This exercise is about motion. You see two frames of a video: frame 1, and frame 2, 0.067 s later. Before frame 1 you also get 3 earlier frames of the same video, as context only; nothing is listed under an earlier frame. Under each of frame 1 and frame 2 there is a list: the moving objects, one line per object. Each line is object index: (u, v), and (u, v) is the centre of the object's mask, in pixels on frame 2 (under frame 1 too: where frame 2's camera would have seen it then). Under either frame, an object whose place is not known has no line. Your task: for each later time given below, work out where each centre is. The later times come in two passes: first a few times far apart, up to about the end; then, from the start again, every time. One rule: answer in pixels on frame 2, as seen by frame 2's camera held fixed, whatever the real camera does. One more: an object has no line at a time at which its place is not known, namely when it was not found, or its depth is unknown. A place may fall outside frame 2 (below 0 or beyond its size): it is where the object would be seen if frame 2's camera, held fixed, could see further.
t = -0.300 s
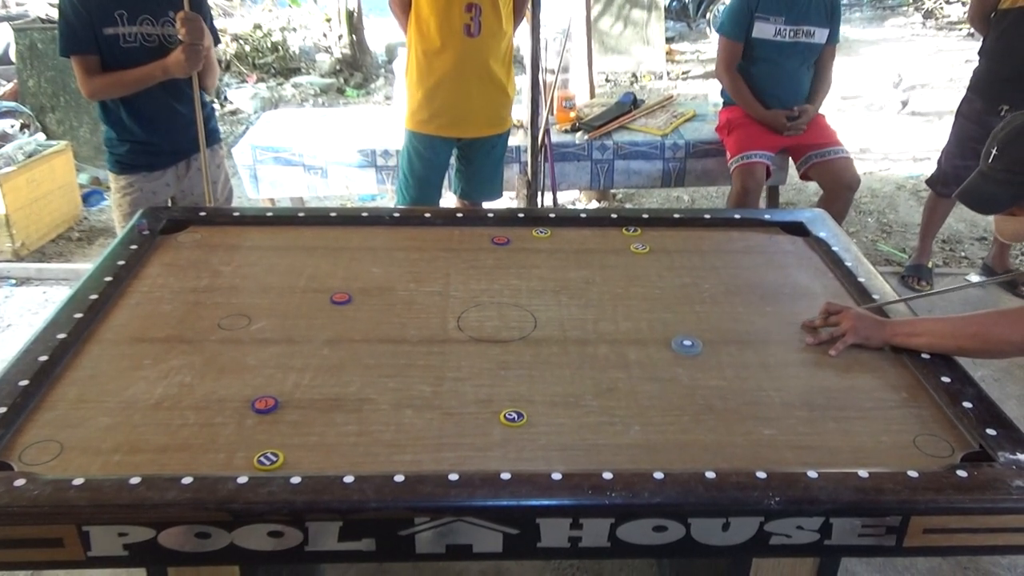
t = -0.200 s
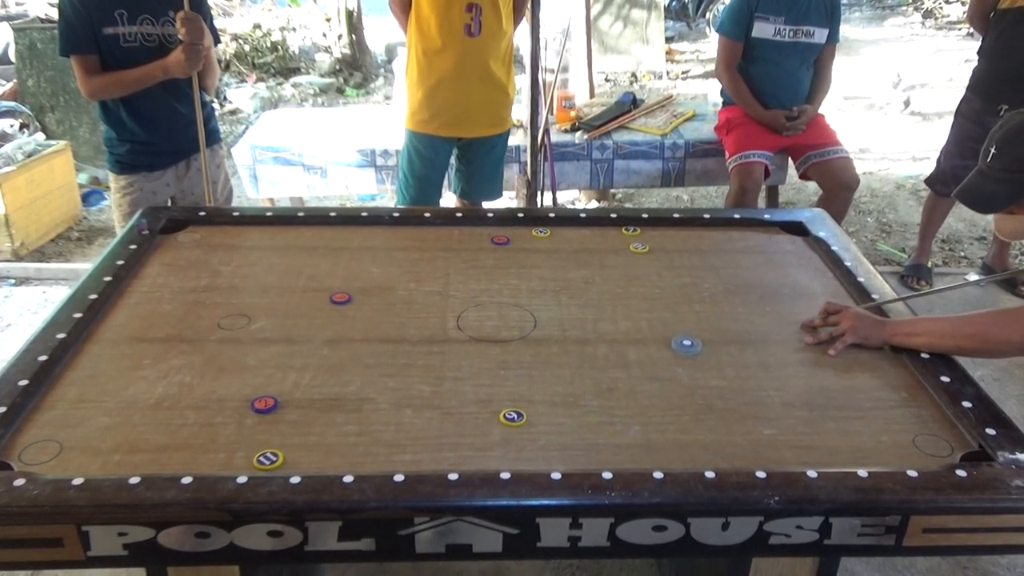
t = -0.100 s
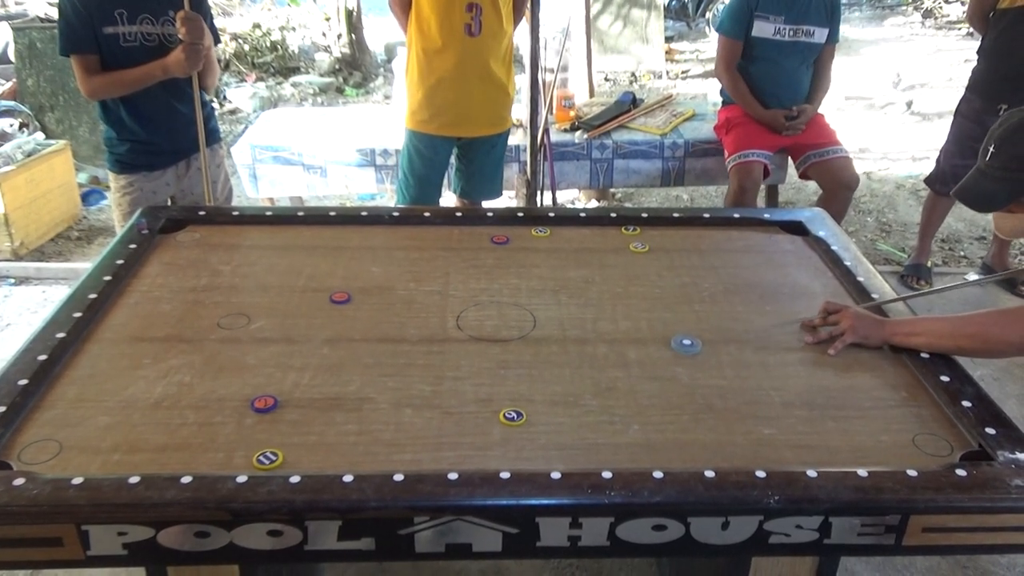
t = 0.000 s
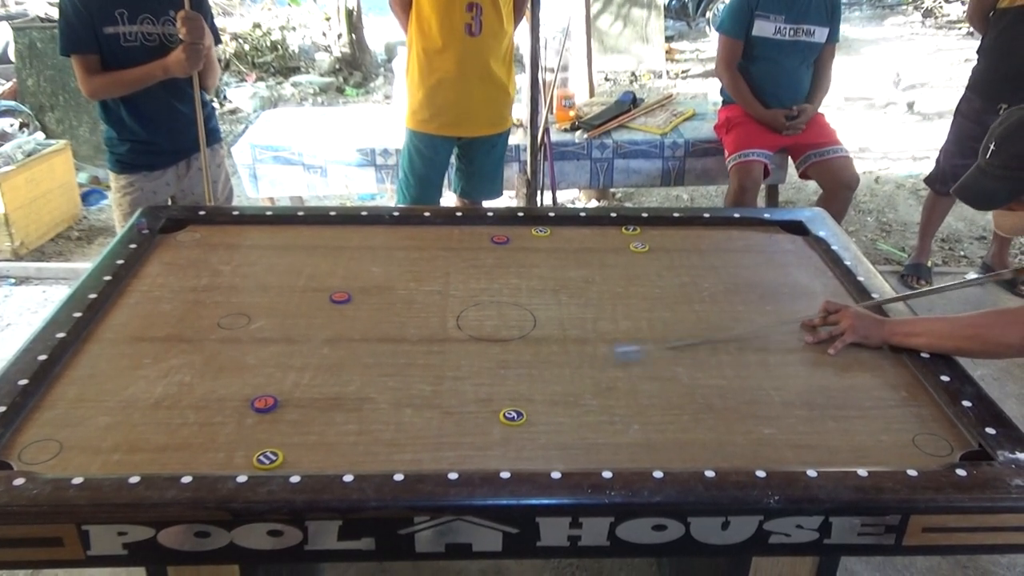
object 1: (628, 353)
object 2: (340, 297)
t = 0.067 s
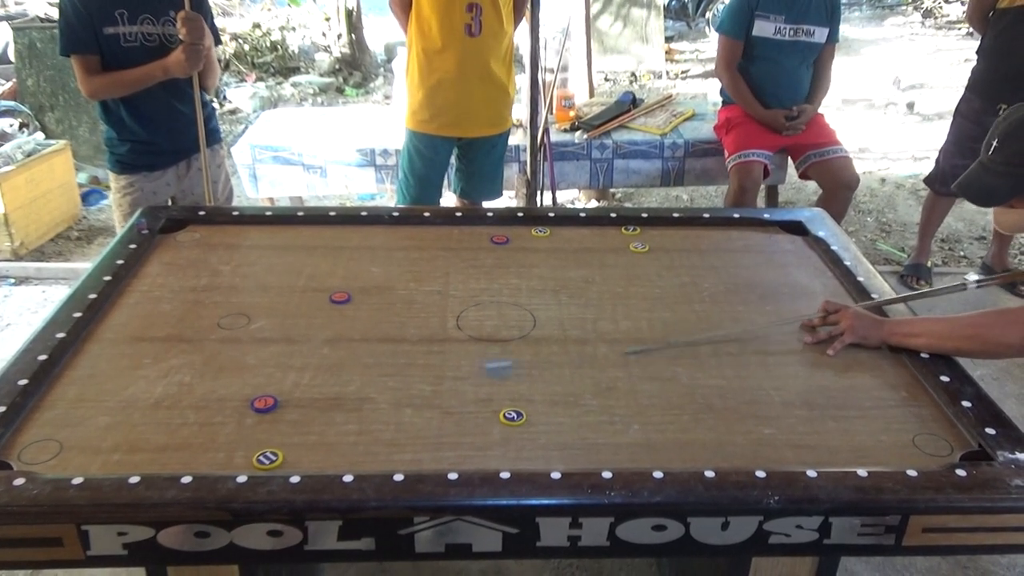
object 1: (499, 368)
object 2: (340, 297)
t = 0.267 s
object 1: (159, 391)
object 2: (340, 297)
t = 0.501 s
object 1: (192, 379)
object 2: (339, 296)
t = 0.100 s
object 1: (431, 376)
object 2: (340, 297)
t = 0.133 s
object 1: (362, 385)
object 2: (340, 297)
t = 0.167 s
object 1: (291, 392)
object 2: (340, 297)
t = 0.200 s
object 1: (248, 392)
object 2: (340, 297)
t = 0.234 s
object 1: (201, 392)
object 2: (340, 297)
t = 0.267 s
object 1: (159, 391)
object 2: (340, 297)
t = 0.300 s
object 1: (118, 391)
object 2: (340, 297)
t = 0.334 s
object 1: (73, 391)
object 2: (340, 297)
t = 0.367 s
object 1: (78, 389)
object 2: (340, 297)
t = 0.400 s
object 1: (107, 387)
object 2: (340, 297)
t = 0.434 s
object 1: (137, 384)
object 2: (340, 297)
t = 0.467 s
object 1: (164, 382)
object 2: (340, 297)
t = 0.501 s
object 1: (192, 379)
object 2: (339, 296)
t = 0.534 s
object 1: (218, 377)
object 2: (337, 291)
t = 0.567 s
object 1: (244, 376)
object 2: (334, 288)
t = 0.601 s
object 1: (269, 374)
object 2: (332, 284)
